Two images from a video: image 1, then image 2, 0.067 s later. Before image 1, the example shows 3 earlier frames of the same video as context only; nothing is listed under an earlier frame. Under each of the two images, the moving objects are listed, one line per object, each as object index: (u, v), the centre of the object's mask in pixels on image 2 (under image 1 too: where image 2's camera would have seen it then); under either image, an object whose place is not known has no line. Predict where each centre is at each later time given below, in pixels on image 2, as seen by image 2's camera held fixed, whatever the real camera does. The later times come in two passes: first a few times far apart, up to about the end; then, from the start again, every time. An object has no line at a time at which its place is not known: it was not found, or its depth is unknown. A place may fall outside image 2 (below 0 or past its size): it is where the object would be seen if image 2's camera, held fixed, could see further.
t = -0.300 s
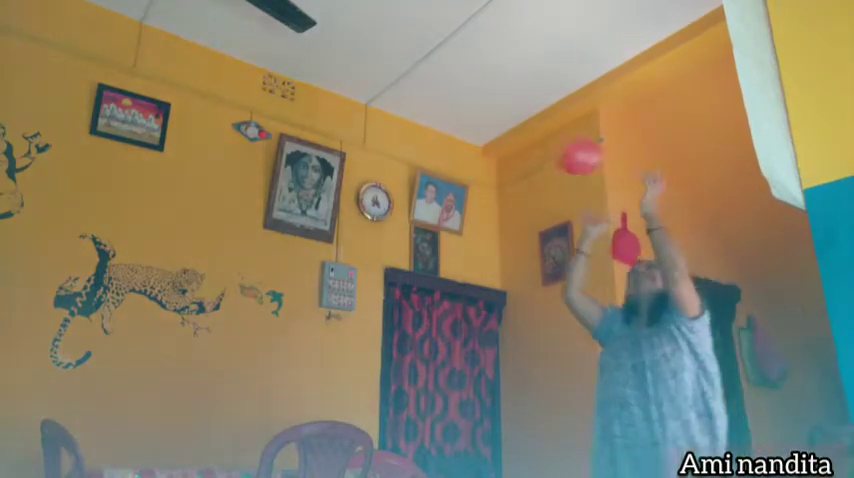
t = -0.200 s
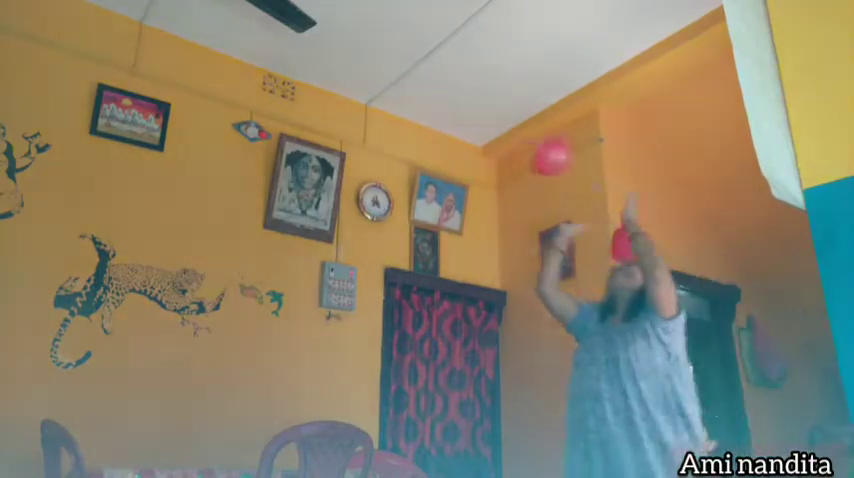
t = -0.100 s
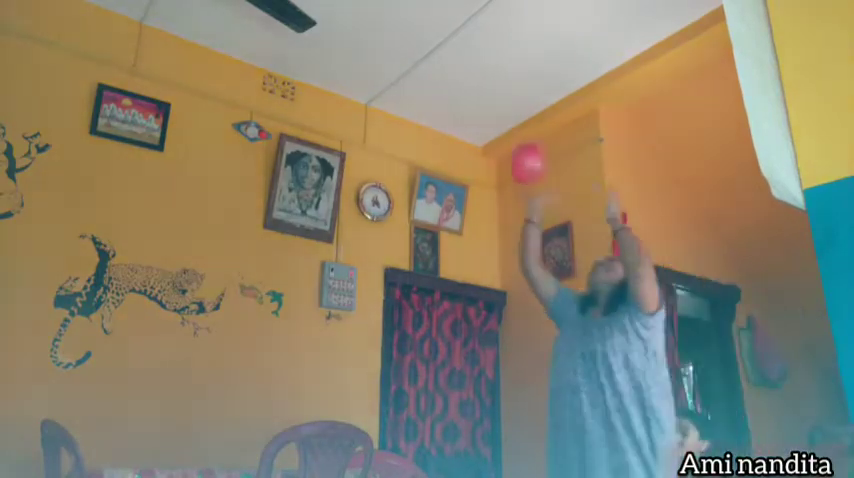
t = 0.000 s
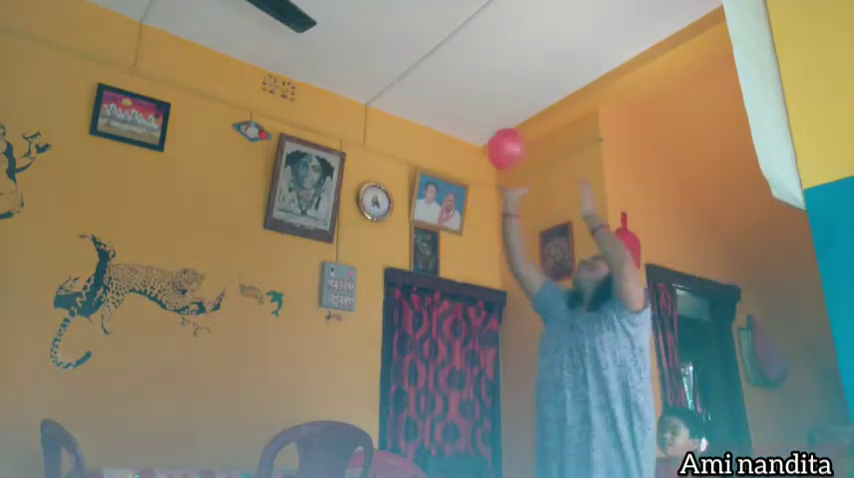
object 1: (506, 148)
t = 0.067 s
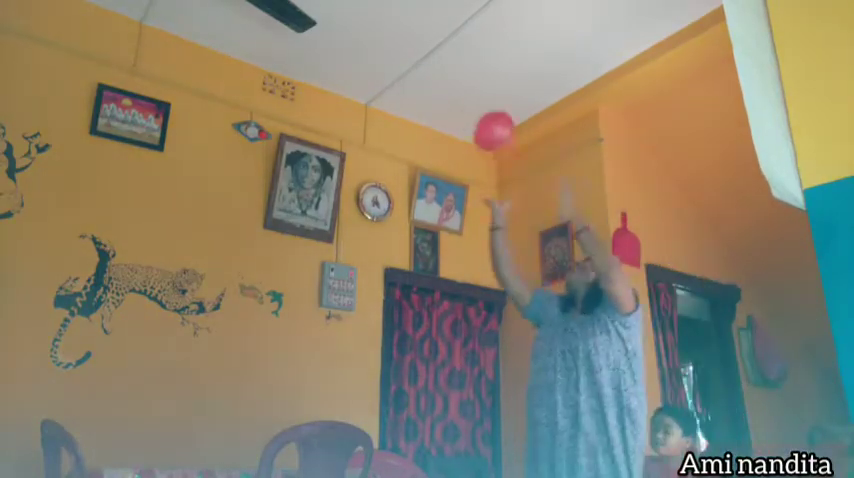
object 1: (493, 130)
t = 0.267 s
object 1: (463, 100)
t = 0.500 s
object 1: (436, 98)
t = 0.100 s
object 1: (488, 124)
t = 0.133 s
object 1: (483, 117)
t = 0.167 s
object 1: (478, 113)
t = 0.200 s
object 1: (473, 107)
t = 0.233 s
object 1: (468, 104)
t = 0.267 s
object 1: (463, 100)
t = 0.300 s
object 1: (459, 98)
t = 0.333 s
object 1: (454, 96)
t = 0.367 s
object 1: (450, 95)
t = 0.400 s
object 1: (446, 94)
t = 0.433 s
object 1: (443, 95)
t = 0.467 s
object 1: (439, 96)
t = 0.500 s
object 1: (436, 98)
